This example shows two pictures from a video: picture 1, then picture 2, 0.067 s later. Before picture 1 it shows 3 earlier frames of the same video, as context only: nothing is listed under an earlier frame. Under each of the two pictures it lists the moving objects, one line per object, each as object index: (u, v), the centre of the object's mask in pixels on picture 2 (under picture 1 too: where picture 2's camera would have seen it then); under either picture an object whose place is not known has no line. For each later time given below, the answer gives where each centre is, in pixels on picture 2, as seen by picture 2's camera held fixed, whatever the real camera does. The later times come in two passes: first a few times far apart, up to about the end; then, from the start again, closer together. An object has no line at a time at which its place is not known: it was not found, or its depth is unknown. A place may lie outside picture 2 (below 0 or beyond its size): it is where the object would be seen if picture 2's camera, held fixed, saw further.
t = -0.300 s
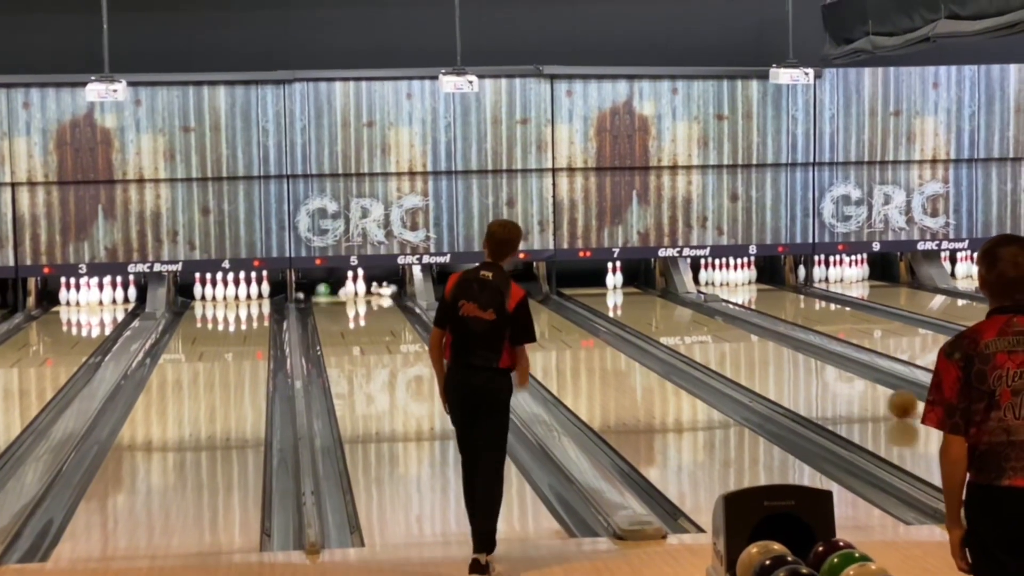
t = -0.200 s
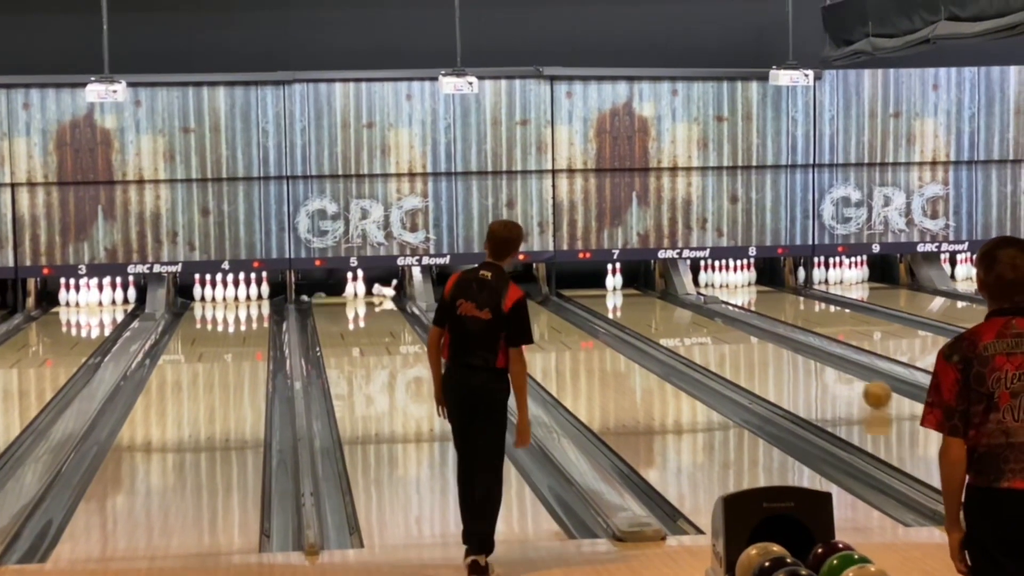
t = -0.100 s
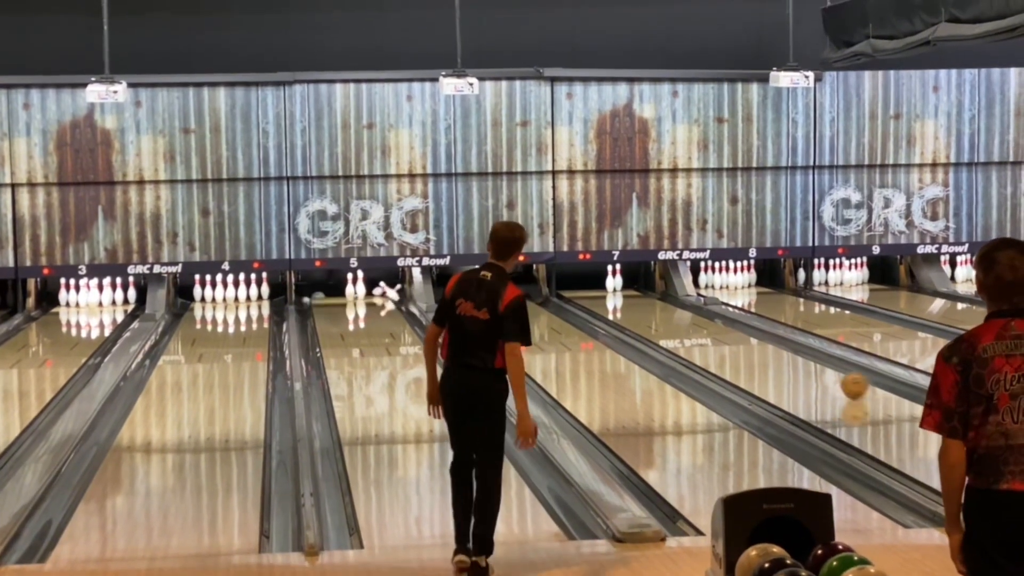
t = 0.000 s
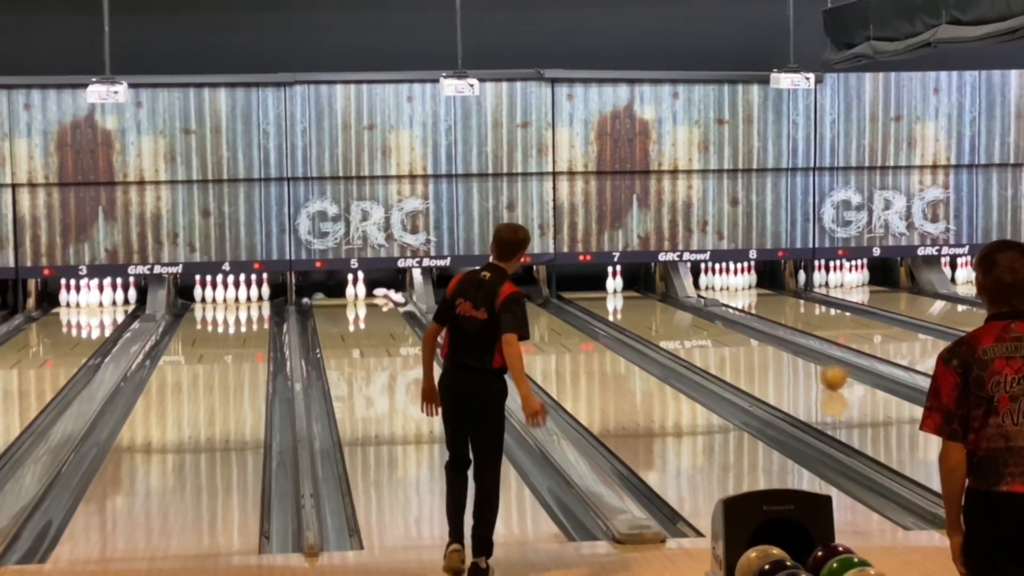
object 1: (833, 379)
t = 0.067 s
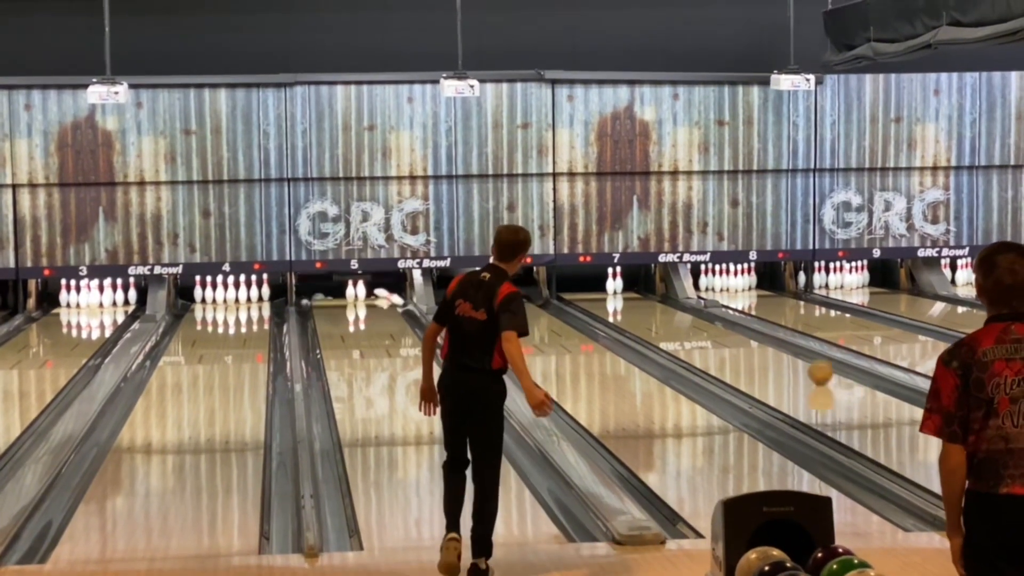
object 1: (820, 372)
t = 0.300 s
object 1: (780, 354)
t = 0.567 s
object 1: (741, 336)
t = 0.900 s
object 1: (699, 319)
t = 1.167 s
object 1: (666, 306)
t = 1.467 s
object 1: (634, 293)
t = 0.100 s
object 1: (814, 370)
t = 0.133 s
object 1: (808, 366)
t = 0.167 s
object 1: (803, 364)
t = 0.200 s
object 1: (797, 361)
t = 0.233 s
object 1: (791, 359)
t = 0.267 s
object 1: (786, 356)
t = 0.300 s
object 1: (780, 354)
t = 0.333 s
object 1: (774, 351)
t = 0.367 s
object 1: (769, 349)
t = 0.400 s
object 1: (764, 347)
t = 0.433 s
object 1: (760, 344)
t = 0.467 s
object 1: (755, 342)
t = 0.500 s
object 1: (750, 340)
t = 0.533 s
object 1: (745, 338)
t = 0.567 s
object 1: (741, 336)
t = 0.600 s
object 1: (736, 334)
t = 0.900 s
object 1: (699, 319)
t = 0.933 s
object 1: (695, 317)
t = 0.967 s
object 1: (691, 315)
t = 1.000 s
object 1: (687, 314)
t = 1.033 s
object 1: (682, 311)
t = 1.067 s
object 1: (679, 310)
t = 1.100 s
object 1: (674, 308)
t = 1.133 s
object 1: (671, 306)
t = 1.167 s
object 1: (666, 306)
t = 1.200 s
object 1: (664, 304)
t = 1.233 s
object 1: (661, 303)
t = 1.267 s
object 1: (656, 302)
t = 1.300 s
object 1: (652, 300)
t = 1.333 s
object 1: (649, 299)
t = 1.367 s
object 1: (645, 298)
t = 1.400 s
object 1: (642, 296)
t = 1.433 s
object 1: (637, 295)
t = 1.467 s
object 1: (634, 293)
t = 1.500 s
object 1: (630, 292)
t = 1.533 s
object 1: (627, 291)
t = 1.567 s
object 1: (624, 290)
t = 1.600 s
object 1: (620, 288)
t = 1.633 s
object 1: (616, 287)
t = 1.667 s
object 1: (612, 286)
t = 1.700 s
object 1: (610, 286)
